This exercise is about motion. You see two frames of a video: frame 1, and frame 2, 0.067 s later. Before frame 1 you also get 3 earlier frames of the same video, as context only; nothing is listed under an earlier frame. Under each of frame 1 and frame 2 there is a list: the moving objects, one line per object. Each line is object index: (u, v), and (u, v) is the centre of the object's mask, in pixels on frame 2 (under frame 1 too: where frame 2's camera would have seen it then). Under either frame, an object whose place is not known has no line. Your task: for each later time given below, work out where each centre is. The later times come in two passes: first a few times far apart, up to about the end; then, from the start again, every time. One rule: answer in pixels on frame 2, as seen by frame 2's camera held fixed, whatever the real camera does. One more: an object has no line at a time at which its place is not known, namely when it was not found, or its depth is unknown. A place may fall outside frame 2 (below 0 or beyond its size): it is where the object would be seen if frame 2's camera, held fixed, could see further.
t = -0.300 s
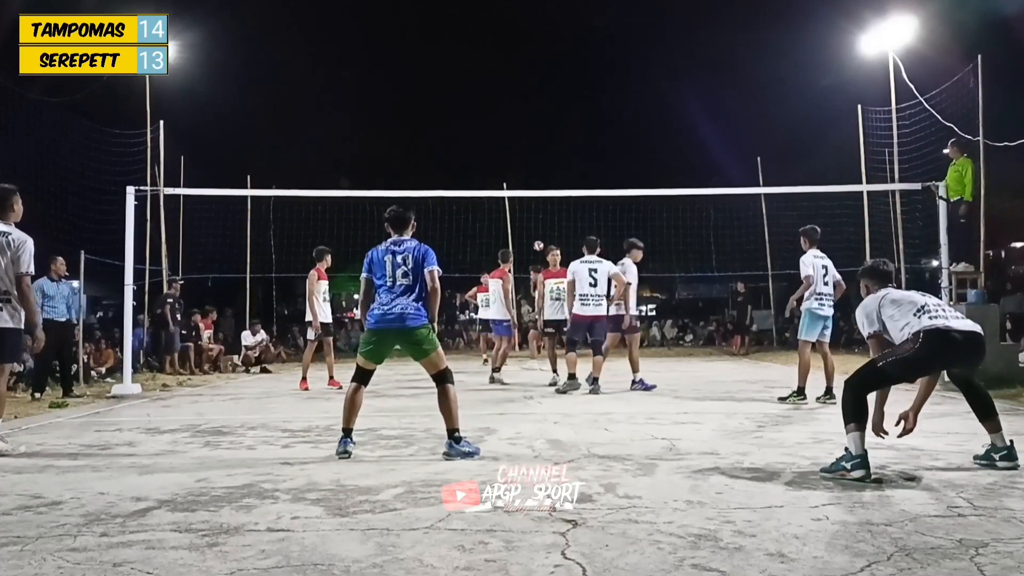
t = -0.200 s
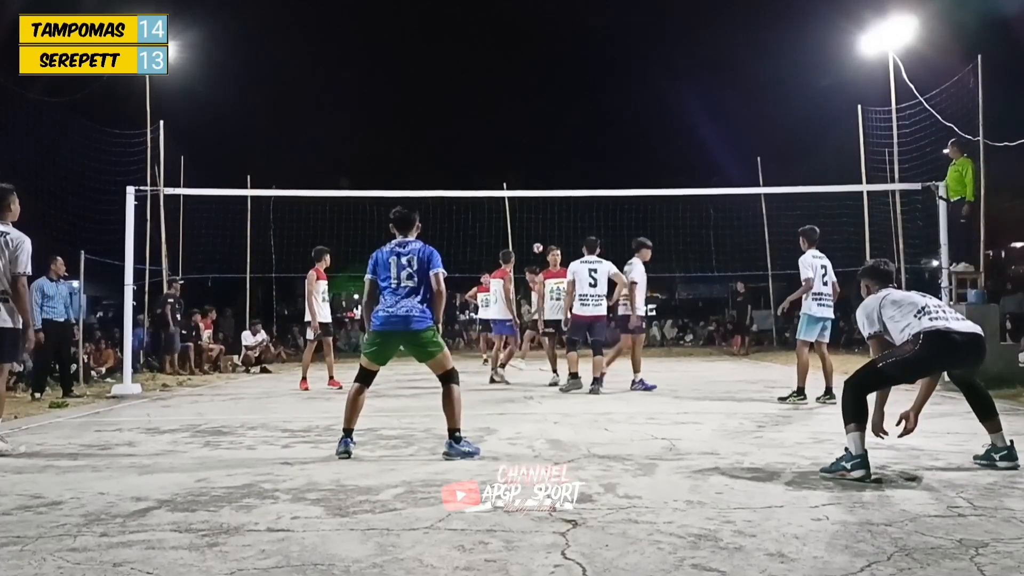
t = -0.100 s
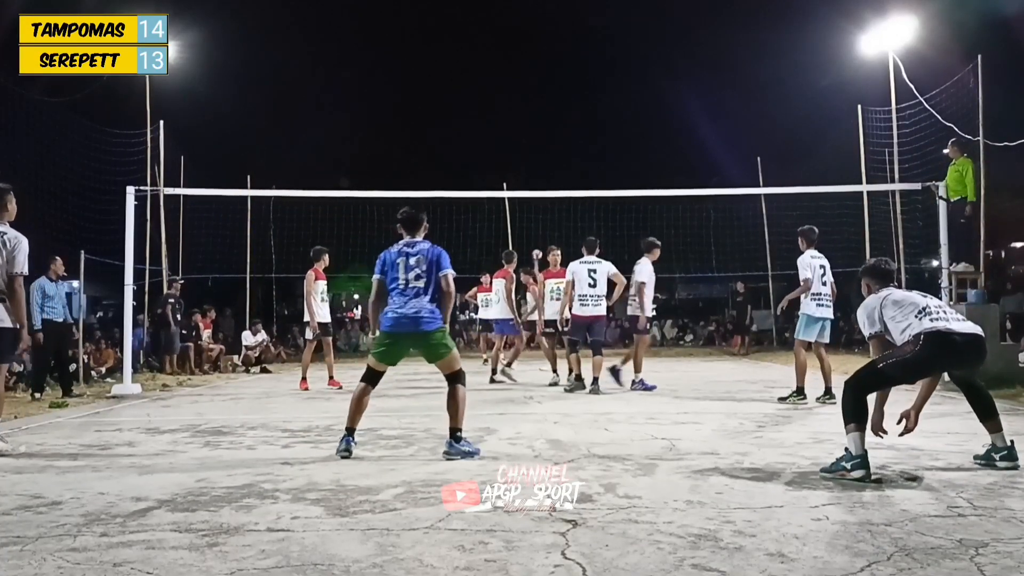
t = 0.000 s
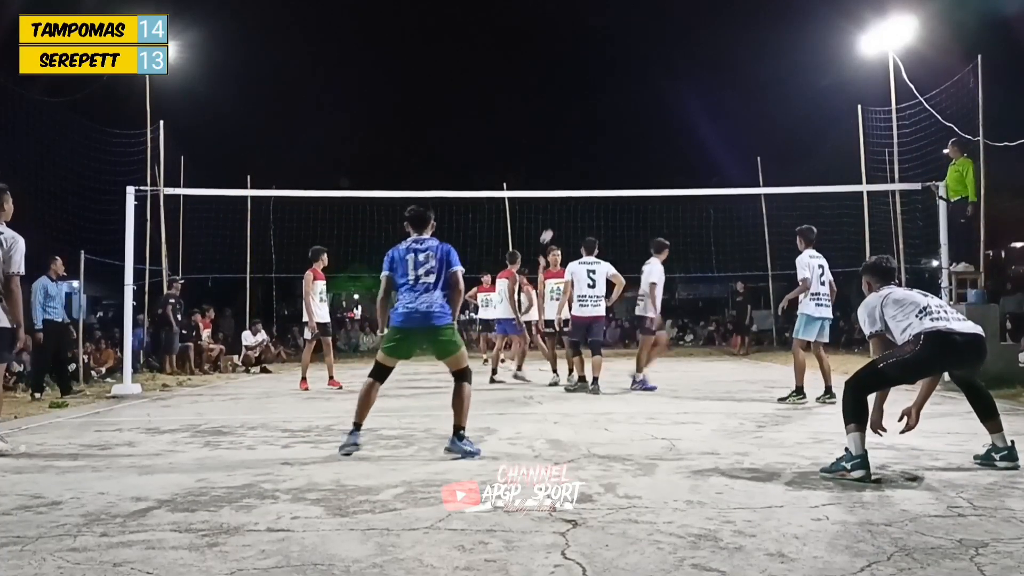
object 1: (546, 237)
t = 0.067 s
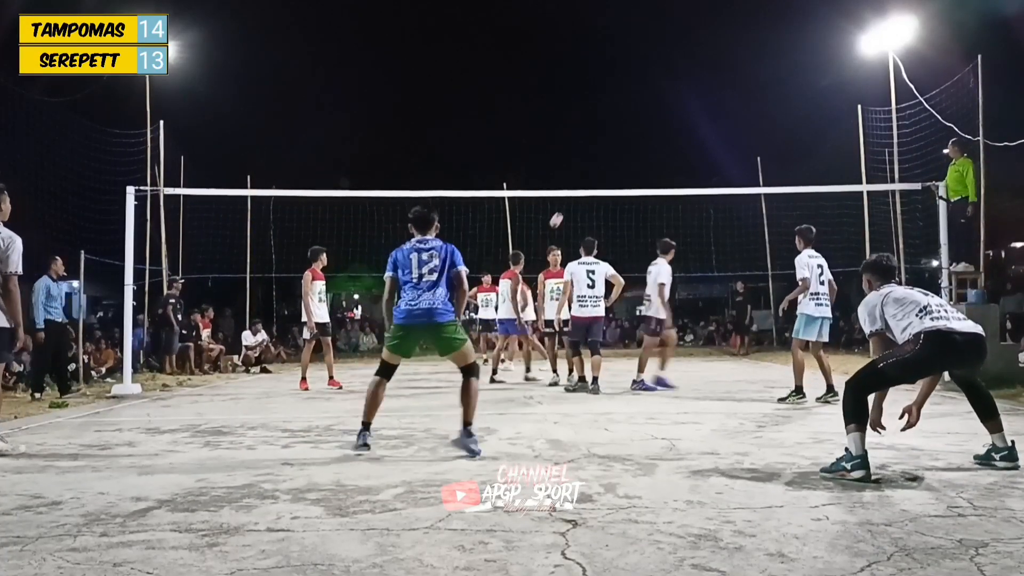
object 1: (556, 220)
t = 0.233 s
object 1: (586, 181)
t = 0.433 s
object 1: (633, 148)
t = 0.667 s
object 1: (712, 132)
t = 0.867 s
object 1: (815, 149)
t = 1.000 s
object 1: (920, 203)
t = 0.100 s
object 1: (561, 212)
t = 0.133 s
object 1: (567, 204)
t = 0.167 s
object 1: (571, 200)
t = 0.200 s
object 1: (580, 186)
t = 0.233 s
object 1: (586, 181)
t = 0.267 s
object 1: (592, 175)
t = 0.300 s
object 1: (599, 169)
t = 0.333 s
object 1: (607, 163)
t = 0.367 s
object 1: (615, 157)
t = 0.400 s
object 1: (624, 152)
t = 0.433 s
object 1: (633, 148)
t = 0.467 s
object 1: (642, 144)
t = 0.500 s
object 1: (652, 140)
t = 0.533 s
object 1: (663, 137)
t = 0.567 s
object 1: (674, 135)
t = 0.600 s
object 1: (686, 133)
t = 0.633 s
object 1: (699, 132)
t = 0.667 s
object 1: (712, 132)
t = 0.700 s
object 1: (727, 132)
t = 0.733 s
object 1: (742, 133)
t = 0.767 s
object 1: (759, 135)
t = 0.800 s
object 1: (776, 138)
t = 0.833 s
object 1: (795, 143)
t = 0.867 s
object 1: (815, 149)
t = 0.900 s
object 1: (838, 158)
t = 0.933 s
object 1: (861, 168)
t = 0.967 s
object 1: (888, 181)
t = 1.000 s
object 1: (920, 203)
